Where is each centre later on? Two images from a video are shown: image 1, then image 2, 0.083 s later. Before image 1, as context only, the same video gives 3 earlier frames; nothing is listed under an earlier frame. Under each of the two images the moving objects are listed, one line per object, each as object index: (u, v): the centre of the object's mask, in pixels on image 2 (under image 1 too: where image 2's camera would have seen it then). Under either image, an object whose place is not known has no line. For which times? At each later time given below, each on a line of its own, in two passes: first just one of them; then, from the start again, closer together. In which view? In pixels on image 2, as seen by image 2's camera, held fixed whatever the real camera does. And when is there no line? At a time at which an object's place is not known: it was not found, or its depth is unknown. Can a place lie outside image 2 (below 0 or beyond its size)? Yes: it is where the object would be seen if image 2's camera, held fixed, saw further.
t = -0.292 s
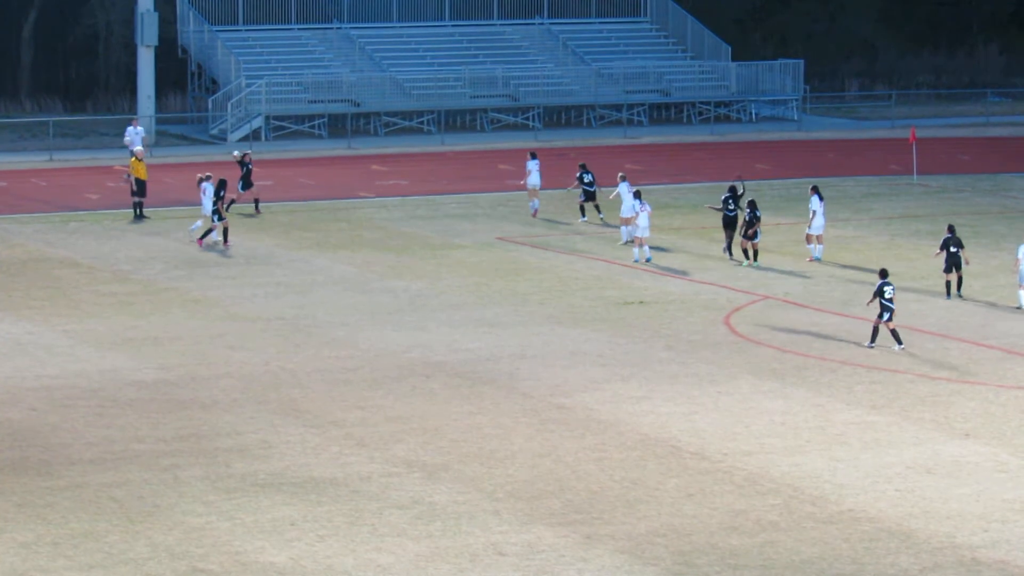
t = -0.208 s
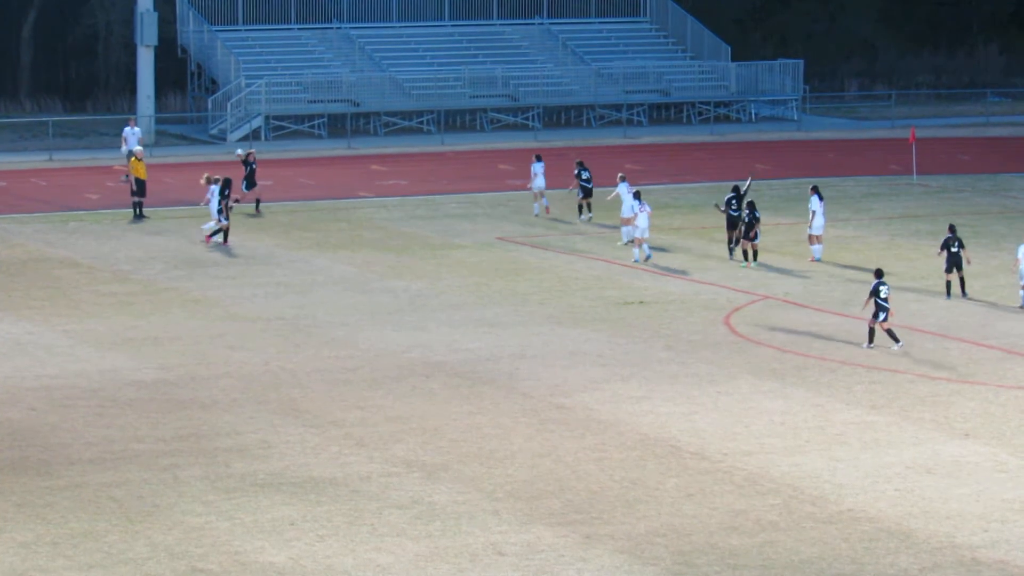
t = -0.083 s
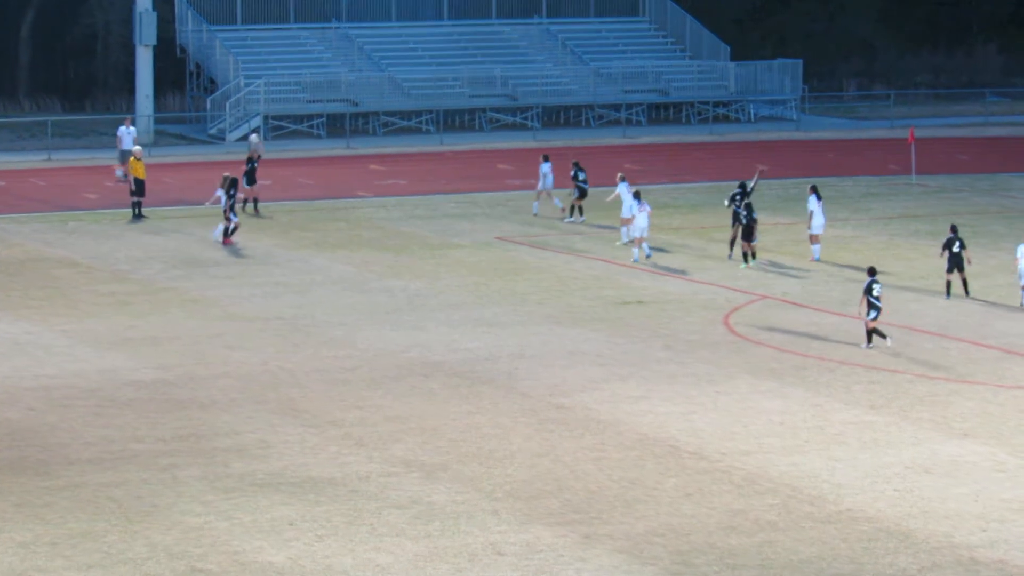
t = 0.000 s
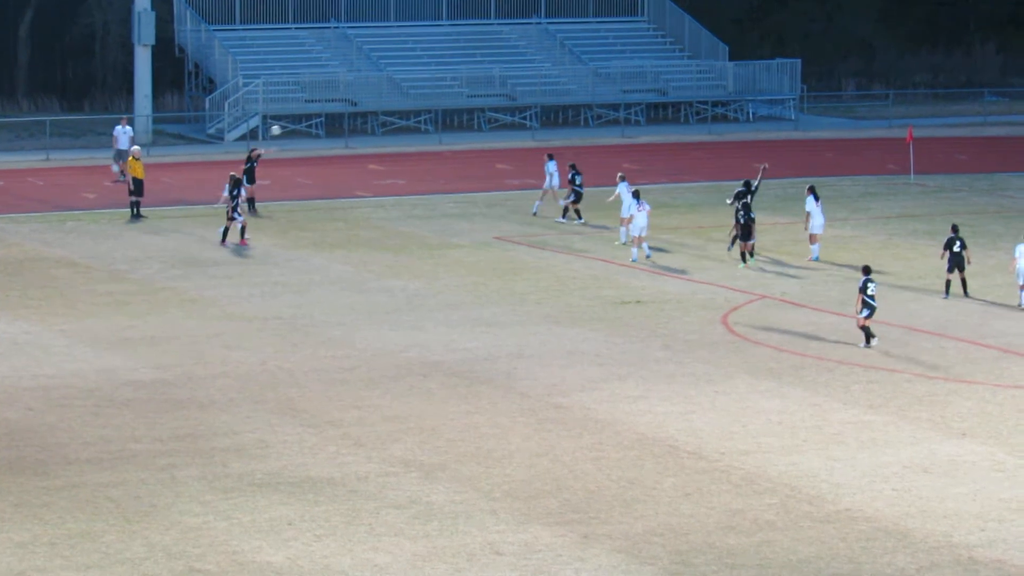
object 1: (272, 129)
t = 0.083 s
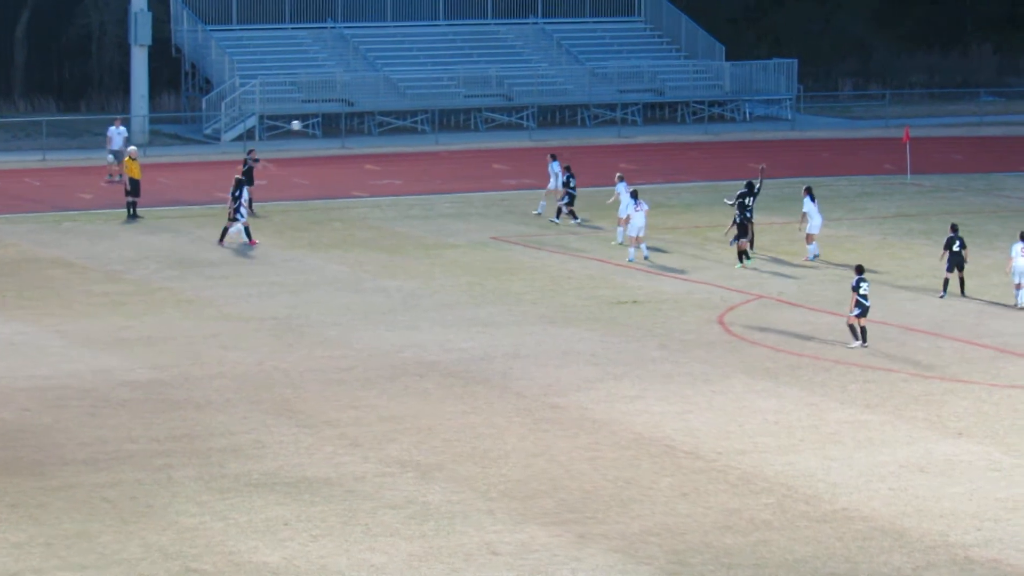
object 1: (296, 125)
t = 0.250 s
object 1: (343, 124)
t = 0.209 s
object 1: (331, 123)
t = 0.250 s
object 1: (343, 124)
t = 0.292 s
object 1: (355, 125)
